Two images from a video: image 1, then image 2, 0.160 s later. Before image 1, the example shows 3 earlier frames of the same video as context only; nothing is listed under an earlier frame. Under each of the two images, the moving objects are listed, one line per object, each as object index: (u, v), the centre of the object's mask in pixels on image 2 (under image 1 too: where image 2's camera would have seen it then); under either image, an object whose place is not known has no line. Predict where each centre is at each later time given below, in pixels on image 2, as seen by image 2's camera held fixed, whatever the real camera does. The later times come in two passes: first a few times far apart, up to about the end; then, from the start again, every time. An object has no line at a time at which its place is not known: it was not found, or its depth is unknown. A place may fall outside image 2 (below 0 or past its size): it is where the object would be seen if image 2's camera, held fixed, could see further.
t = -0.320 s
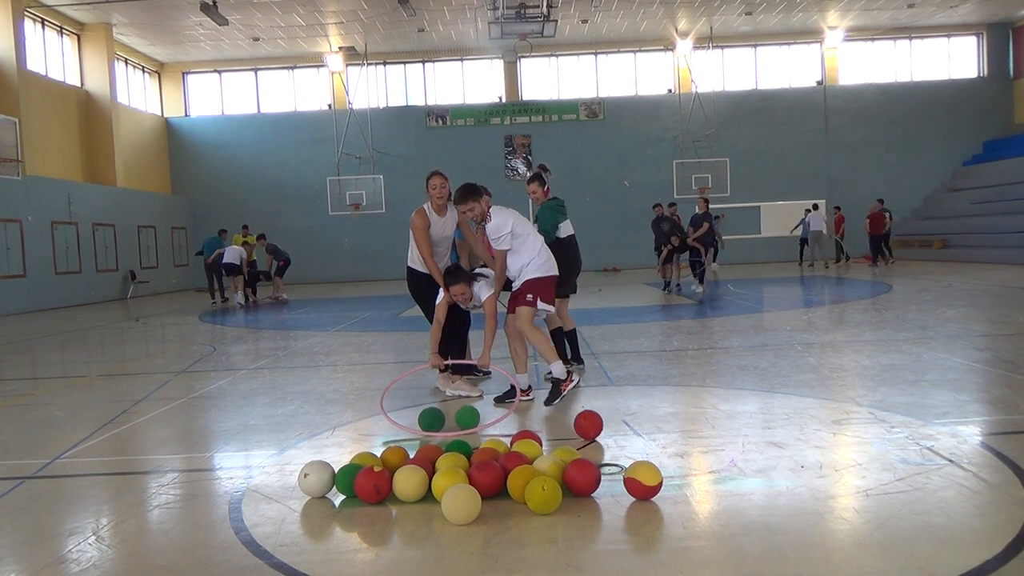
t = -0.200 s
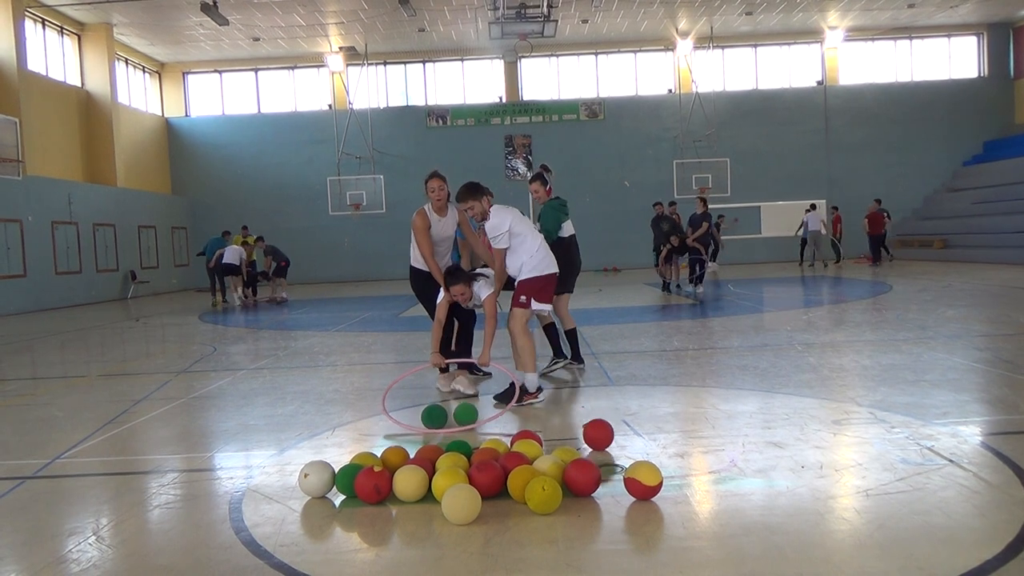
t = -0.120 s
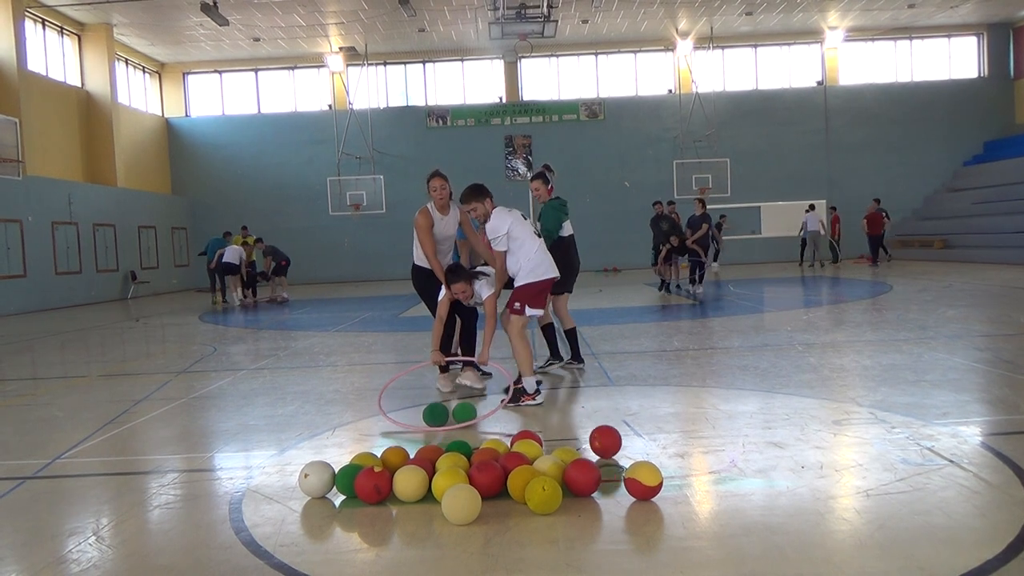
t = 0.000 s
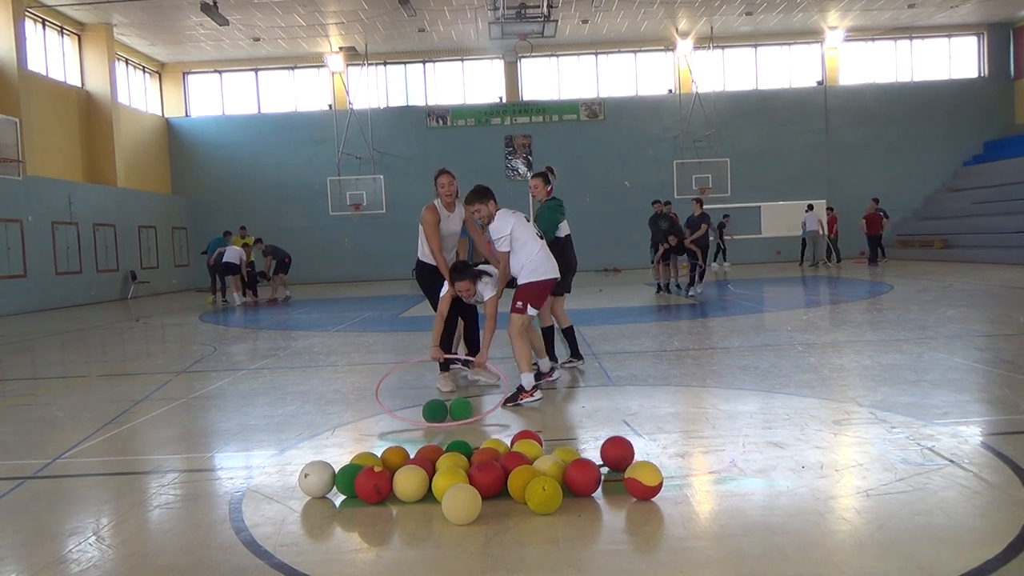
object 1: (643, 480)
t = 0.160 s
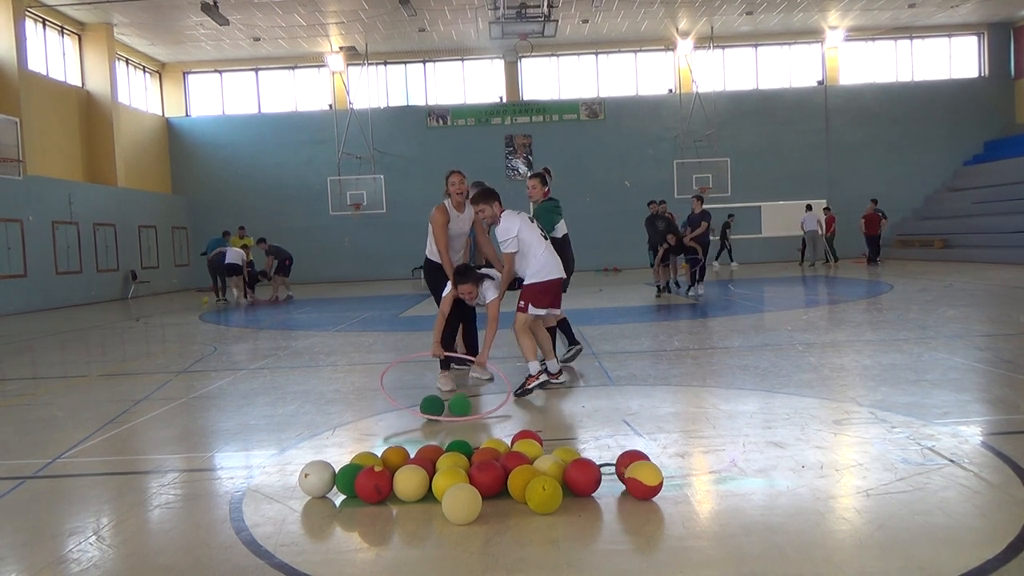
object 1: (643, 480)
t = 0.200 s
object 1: (646, 482)
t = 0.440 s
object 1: (665, 498)
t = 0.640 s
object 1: (677, 507)
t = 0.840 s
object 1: (690, 518)
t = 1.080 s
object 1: (709, 534)
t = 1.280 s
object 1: (726, 548)
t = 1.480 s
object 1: (740, 557)
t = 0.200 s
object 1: (646, 482)
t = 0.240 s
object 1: (650, 485)
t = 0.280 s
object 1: (653, 488)
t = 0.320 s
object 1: (658, 489)
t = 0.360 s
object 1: (660, 492)
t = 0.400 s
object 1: (663, 495)
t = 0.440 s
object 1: (665, 498)
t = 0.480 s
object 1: (667, 499)
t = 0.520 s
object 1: (670, 501)
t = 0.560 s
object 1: (672, 503)
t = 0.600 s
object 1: (674, 505)
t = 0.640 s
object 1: (677, 507)
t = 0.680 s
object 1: (679, 509)
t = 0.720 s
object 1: (682, 511)
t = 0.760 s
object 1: (684, 513)
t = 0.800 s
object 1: (687, 516)
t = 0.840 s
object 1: (690, 518)
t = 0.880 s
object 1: (693, 520)
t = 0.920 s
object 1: (696, 523)
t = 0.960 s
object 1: (699, 526)
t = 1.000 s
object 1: (702, 528)
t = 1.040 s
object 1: (706, 531)
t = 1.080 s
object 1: (709, 534)
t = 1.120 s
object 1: (713, 537)
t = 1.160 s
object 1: (716, 540)
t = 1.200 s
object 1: (719, 542)
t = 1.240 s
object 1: (723, 545)
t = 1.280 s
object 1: (726, 548)
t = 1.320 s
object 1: (729, 550)
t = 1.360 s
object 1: (732, 552)
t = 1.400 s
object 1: (735, 554)
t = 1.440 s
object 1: (737, 556)
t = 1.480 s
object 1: (740, 557)
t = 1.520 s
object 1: (743, 558)
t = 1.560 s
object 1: (745, 560)
